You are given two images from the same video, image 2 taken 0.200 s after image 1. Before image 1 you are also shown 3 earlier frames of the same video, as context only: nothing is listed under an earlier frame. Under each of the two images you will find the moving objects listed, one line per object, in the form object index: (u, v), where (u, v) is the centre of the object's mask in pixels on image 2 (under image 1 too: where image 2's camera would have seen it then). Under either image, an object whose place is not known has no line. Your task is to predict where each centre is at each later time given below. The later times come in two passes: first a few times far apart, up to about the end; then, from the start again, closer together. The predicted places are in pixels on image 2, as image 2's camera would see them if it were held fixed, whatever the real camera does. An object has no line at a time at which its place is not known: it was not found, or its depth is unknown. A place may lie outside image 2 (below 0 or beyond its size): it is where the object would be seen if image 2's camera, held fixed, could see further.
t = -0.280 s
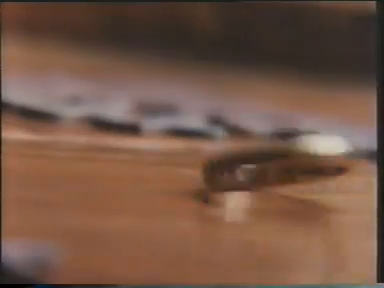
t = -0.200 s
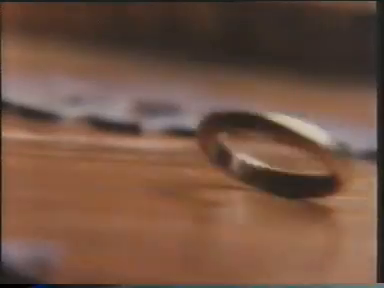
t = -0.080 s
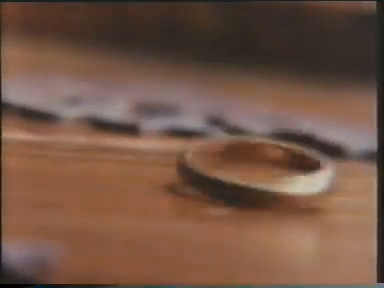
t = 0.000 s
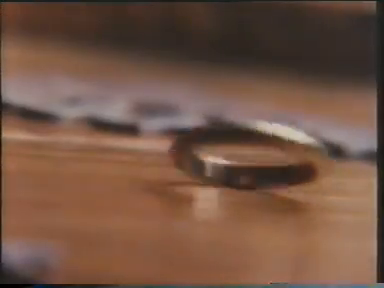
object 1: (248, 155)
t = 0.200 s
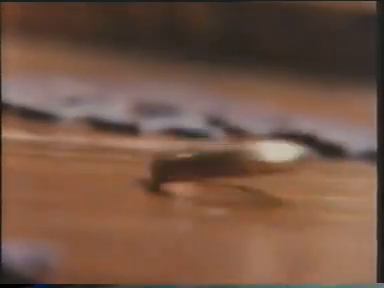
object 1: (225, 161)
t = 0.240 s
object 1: (227, 152)
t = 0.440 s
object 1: (204, 157)
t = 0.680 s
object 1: (191, 154)
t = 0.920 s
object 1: (183, 148)
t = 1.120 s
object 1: (172, 147)
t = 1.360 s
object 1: (170, 142)
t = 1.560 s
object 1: (166, 142)
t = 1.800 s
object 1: (164, 149)
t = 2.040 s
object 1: (166, 148)
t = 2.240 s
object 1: (163, 153)
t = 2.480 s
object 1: (166, 153)
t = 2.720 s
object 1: (164, 156)
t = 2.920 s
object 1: (164, 156)
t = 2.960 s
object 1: (164, 156)
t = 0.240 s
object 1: (227, 152)
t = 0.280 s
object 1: (225, 148)
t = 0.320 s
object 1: (225, 150)
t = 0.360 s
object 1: (218, 156)
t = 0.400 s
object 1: (212, 163)
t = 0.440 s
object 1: (204, 157)
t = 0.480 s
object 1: (210, 150)
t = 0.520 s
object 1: (208, 146)
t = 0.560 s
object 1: (205, 147)
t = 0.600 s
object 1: (200, 155)
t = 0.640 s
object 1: (192, 161)
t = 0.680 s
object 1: (191, 154)
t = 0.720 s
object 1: (194, 147)
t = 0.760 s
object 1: (194, 144)
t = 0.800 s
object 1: (189, 148)
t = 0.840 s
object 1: (183, 155)
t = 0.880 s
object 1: (174, 156)
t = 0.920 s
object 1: (183, 148)
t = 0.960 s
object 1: (182, 143)
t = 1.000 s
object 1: (179, 146)
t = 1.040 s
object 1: (176, 151)
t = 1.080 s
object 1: (167, 156)
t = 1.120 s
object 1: (172, 147)
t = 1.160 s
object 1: (174, 142)
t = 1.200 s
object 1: (174, 145)
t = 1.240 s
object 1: (169, 149)
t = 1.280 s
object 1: (164, 156)
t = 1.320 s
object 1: (168, 147)
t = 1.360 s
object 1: (170, 142)
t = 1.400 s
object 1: (169, 143)
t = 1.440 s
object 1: (164, 149)
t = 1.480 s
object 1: (160, 154)
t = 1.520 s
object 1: (170, 146)
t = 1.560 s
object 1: (166, 142)
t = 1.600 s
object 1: (165, 144)
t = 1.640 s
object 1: (160, 153)
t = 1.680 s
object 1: (161, 148)
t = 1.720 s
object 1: (165, 144)
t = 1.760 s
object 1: (165, 142)
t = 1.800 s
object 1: (164, 149)
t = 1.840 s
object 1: (161, 154)
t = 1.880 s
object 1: (166, 147)
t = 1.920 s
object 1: (165, 144)
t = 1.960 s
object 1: (164, 149)
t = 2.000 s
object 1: (162, 154)
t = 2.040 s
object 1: (166, 148)
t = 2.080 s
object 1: (166, 146)
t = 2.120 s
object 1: (163, 154)
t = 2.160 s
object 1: (168, 149)
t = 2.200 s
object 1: (166, 148)
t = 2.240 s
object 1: (163, 153)
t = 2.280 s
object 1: (165, 151)
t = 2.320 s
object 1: (166, 149)
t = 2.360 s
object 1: (165, 153)
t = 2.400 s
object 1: (167, 151)
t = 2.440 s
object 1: (166, 152)
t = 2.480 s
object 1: (166, 153)
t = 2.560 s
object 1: (165, 155)
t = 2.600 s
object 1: (164, 155)
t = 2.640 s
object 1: (165, 156)
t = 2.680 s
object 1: (164, 156)
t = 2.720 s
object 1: (164, 156)
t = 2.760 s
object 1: (164, 156)
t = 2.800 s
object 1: (164, 156)
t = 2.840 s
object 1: (164, 156)
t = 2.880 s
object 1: (165, 156)
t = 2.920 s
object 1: (164, 156)
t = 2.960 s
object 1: (164, 156)
